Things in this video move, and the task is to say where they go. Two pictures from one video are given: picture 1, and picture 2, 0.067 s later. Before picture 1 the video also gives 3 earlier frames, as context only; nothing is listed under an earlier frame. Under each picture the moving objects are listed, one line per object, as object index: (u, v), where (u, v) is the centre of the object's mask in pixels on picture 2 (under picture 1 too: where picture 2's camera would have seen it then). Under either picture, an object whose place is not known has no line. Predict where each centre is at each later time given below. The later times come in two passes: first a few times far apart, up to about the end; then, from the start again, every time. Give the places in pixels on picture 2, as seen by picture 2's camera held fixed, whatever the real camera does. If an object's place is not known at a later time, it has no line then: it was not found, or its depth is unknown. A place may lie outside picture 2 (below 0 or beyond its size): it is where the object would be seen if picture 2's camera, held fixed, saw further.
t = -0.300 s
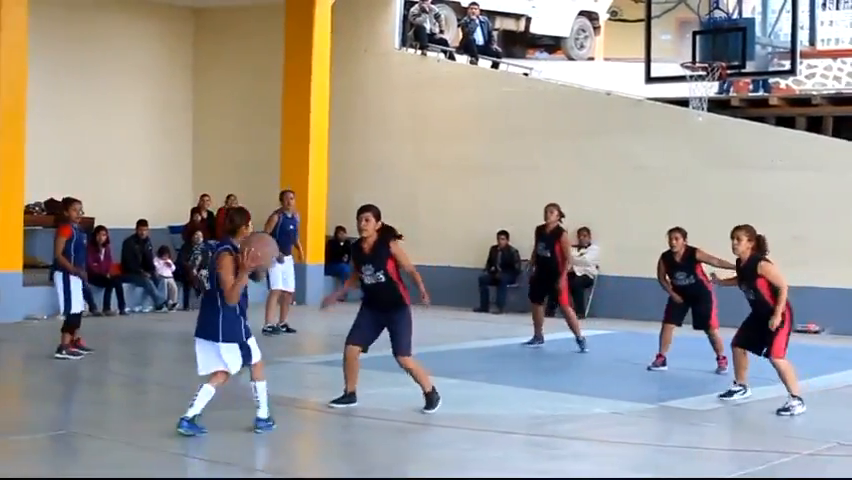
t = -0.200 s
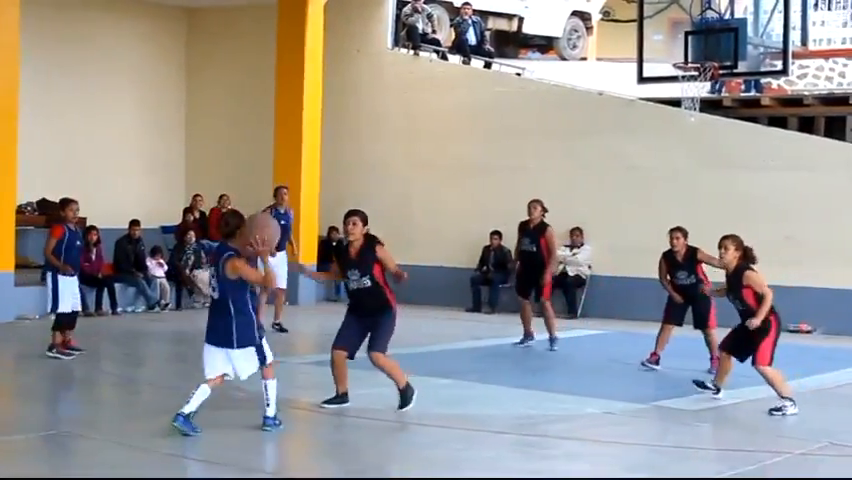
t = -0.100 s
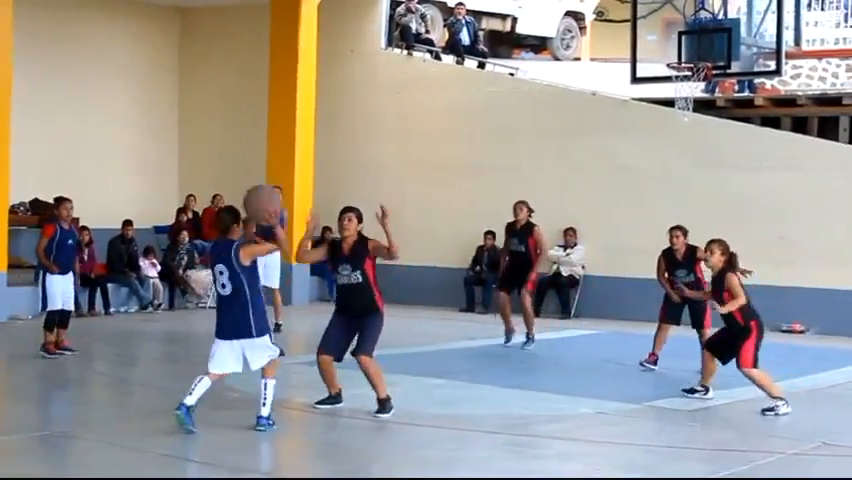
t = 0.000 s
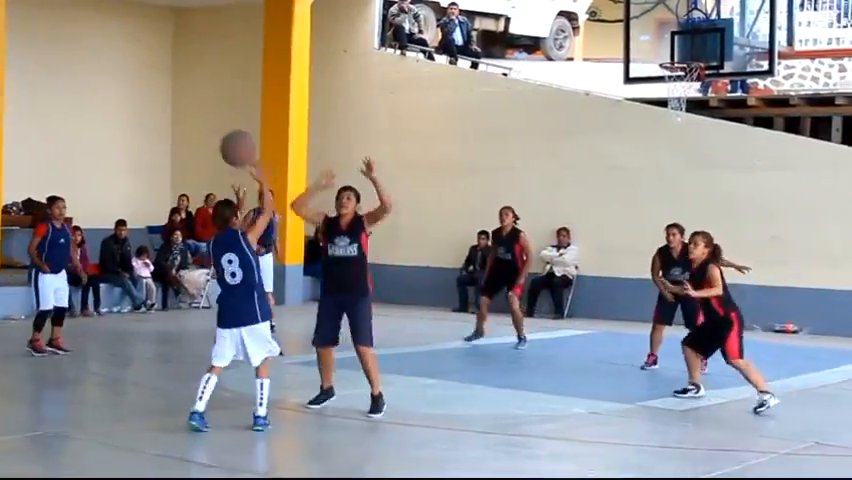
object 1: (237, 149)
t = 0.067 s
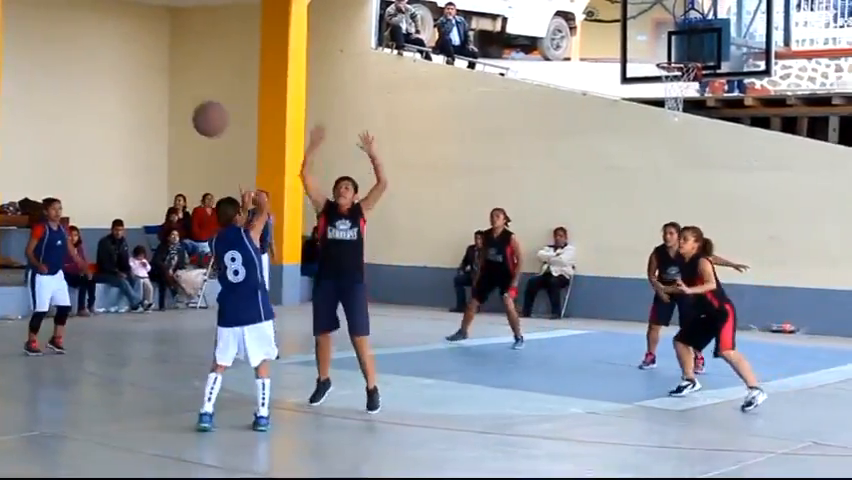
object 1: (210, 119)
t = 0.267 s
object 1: (142, 77)
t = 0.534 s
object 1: (66, 107)
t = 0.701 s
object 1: (25, 164)
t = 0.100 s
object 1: (198, 107)
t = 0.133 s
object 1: (186, 98)
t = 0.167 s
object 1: (175, 90)
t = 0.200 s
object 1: (163, 84)
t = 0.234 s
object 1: (152, 80)
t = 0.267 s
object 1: (142, 77)
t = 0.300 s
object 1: (131, 76)
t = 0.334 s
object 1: (121, 77)
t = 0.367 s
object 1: (111, 79)
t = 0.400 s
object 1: (102, 81)
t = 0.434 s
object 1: (92, 86)
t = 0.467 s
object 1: (83, 92)
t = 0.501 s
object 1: (74, 99)
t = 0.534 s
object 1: (66, 107)
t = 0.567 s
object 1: (58, 117)
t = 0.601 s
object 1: (49, 127)
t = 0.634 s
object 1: (41, 138)
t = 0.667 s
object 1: (33, 151)
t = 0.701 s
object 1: (25, 164)
